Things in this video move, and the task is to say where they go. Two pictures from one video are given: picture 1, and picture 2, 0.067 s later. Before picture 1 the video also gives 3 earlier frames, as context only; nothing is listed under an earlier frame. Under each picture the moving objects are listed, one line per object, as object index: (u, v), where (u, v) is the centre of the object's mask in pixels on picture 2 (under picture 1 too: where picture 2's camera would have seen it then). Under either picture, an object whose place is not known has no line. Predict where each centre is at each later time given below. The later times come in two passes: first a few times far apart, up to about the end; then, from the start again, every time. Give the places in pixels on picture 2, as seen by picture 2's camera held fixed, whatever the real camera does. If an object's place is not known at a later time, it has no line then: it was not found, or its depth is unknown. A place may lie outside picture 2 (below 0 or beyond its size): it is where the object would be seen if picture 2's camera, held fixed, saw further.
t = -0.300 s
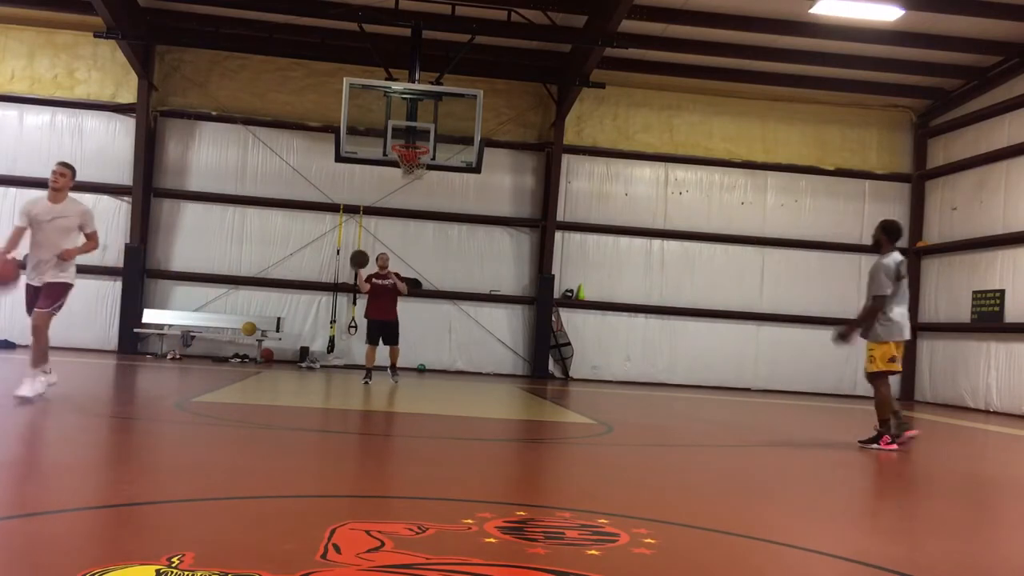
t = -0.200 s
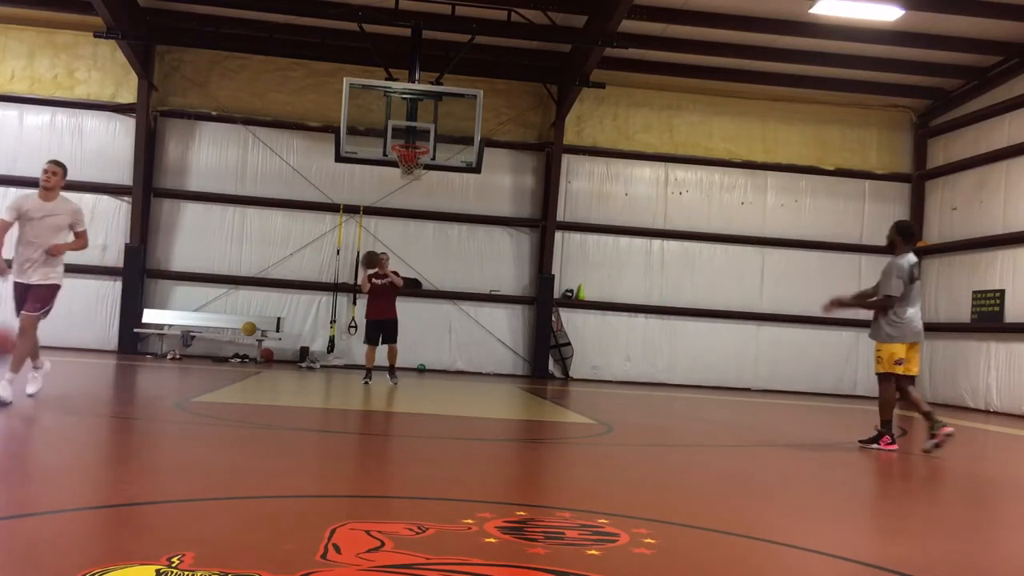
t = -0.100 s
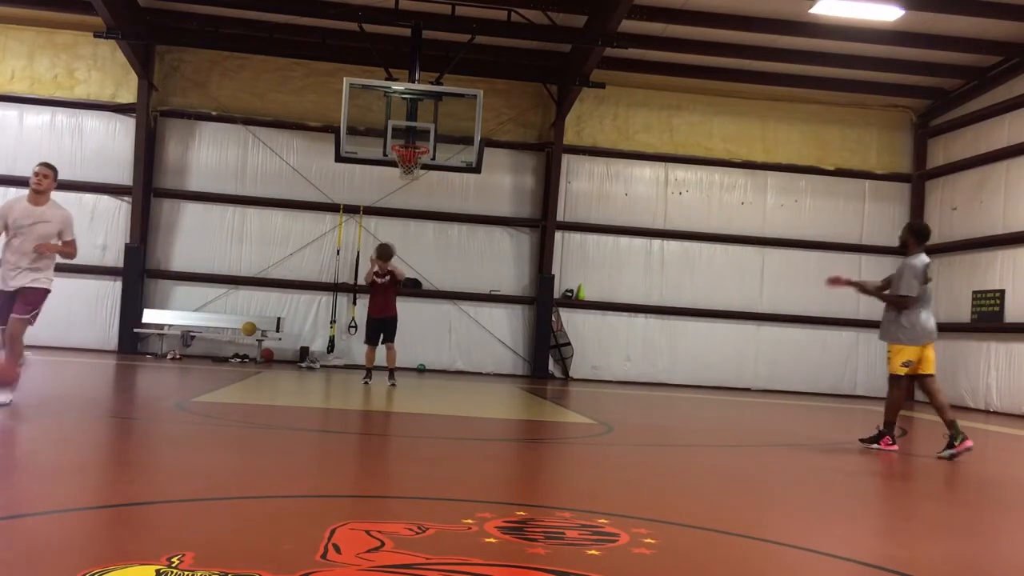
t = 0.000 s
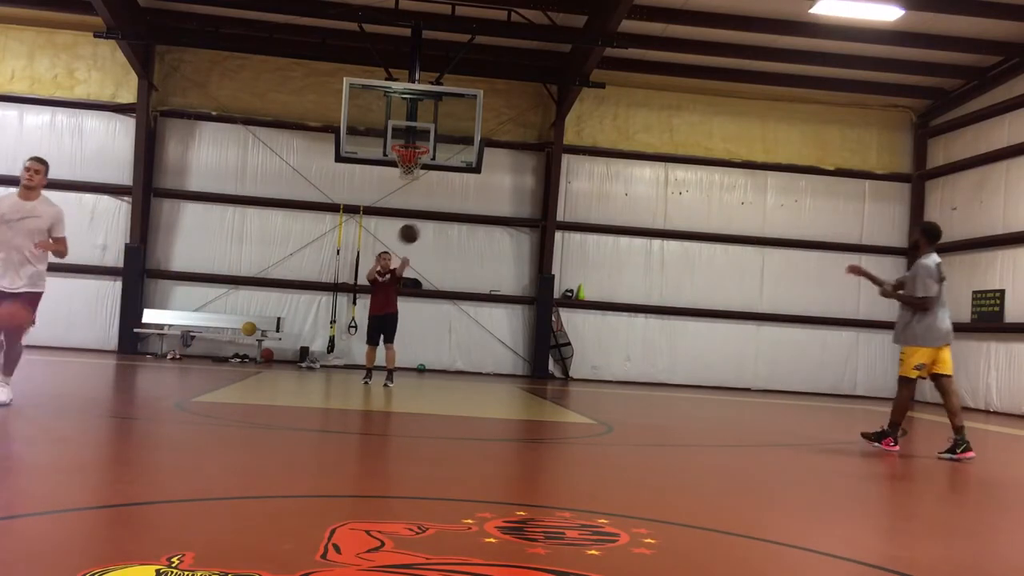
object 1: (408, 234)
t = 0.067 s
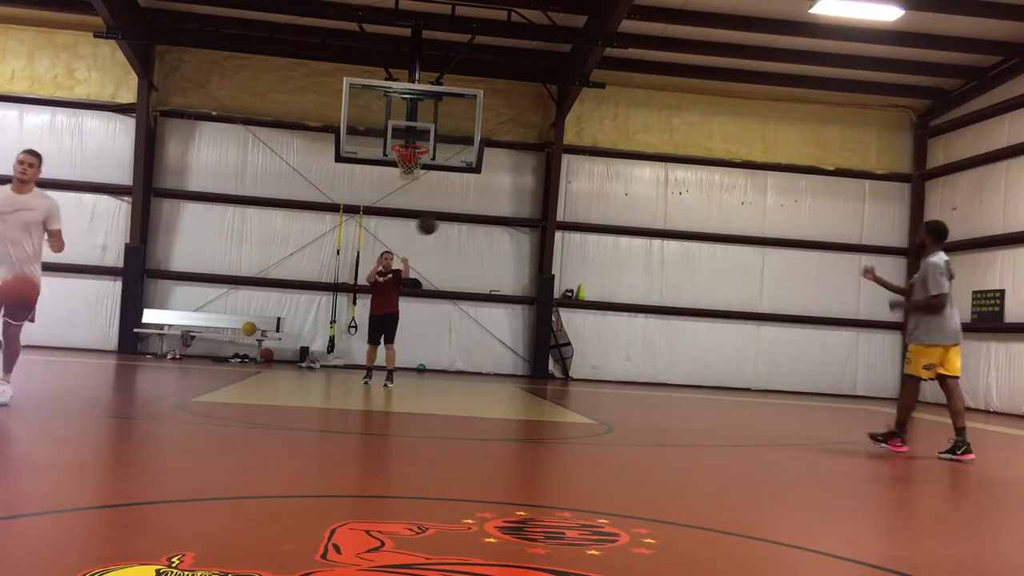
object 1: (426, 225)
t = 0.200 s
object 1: (466, 216)
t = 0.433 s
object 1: (545, 242)
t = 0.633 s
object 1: (625, 318)
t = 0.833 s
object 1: (716, 416)
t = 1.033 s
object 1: (781, 329)
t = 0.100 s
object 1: (436, 222)
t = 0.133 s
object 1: (446, 219)
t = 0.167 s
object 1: (456, 217)
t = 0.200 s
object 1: (466, 216)
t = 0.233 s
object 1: (476, 216)
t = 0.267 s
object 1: (487, 218)
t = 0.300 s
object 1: (499, 220)
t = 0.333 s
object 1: (509, 223)
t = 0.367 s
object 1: (521, 228)
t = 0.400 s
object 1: (533, 234)
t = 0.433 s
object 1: (545, 242)
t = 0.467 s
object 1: (558, 250)
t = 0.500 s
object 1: (570, 260)
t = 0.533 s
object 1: (582, 271)
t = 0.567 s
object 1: (596, 283)
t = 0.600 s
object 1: (610, 298)
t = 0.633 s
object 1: (625, 318)
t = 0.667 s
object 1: (639, 335)
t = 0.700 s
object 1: (655, 355)
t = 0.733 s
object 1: (671, 378)
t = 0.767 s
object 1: (688, 406)
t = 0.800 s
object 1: (705, 430)
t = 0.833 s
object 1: (716, 416)
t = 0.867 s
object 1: (726, 399)
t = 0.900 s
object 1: (737, 382)
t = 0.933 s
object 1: (748, 367)
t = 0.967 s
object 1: (759, 353)
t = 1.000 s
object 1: (770, 341)
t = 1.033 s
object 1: (781, 329)
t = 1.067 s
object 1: (792, 318)
